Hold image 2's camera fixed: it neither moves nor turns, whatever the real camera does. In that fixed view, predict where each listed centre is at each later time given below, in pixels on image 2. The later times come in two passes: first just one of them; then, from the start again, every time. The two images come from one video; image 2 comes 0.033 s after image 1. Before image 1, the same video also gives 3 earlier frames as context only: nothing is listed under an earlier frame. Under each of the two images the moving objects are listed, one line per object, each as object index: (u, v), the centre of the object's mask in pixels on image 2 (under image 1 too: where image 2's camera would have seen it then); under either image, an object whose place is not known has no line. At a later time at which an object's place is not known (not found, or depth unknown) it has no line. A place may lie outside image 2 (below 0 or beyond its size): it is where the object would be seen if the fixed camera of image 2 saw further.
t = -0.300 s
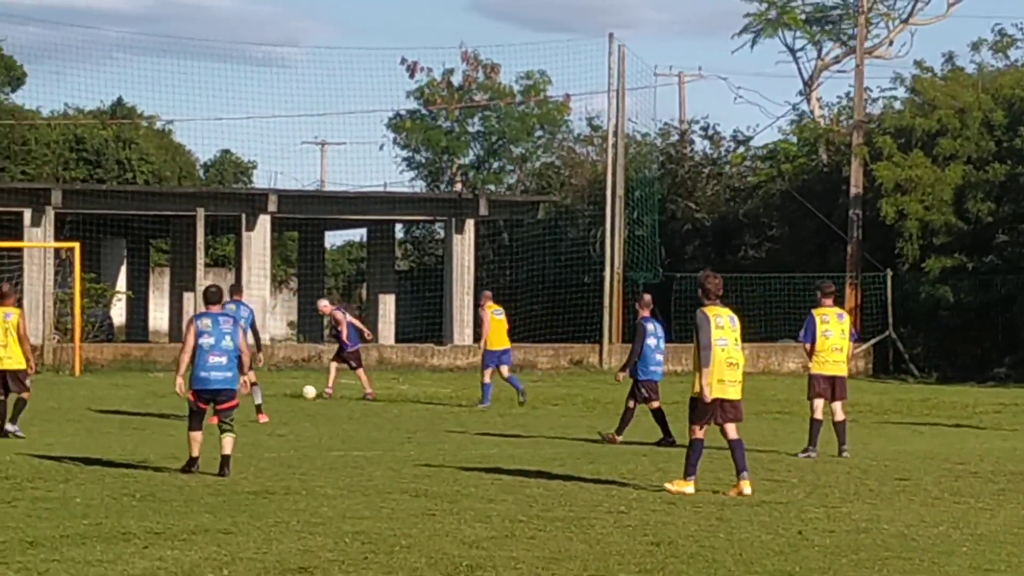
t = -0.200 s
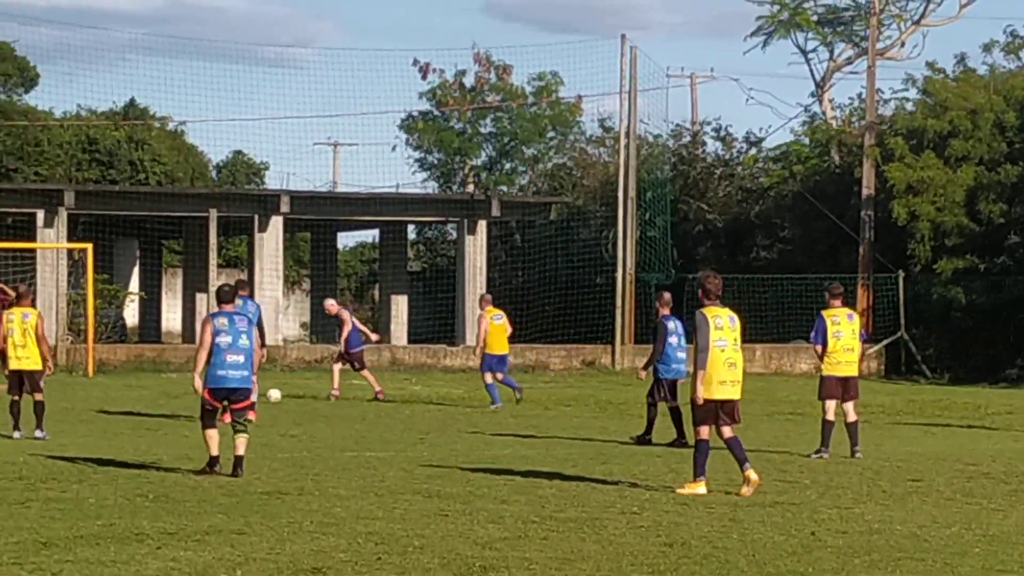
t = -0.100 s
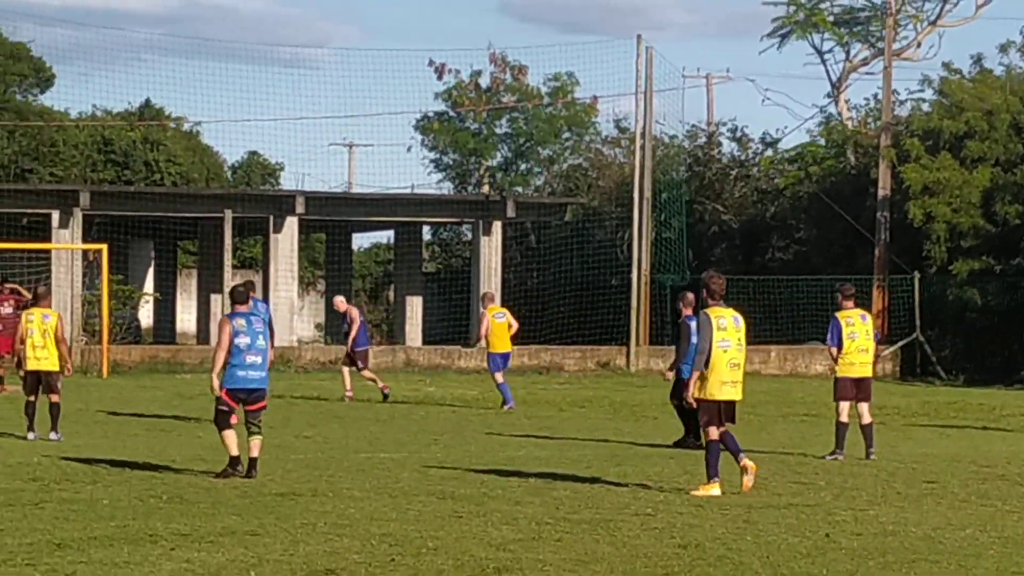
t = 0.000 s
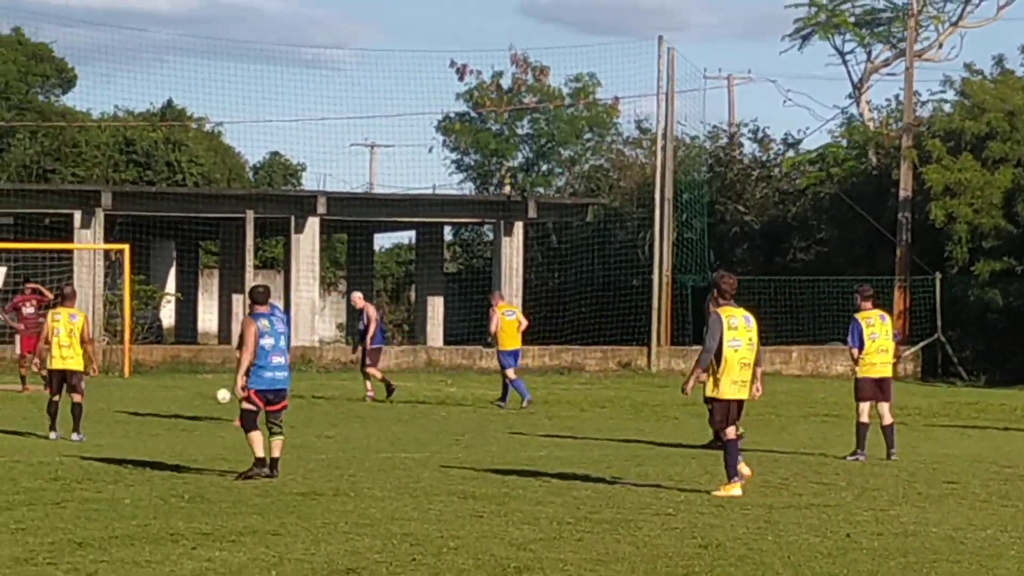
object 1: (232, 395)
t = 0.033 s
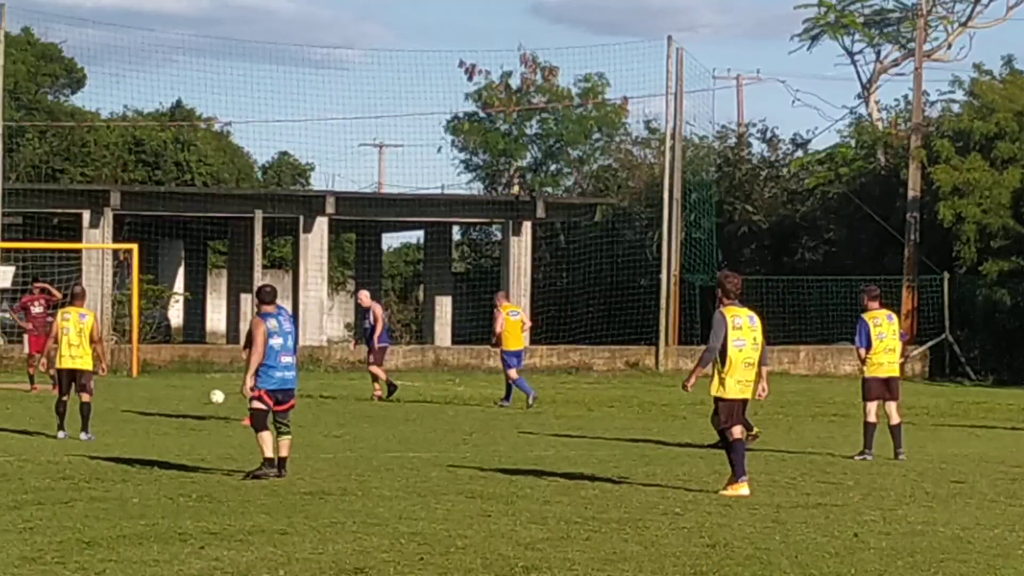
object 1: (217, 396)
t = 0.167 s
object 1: (166, 394)
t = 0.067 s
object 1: (205, 395)
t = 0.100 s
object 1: (191, 393)
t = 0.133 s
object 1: (179, 394)
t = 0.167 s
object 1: (166, 394)
